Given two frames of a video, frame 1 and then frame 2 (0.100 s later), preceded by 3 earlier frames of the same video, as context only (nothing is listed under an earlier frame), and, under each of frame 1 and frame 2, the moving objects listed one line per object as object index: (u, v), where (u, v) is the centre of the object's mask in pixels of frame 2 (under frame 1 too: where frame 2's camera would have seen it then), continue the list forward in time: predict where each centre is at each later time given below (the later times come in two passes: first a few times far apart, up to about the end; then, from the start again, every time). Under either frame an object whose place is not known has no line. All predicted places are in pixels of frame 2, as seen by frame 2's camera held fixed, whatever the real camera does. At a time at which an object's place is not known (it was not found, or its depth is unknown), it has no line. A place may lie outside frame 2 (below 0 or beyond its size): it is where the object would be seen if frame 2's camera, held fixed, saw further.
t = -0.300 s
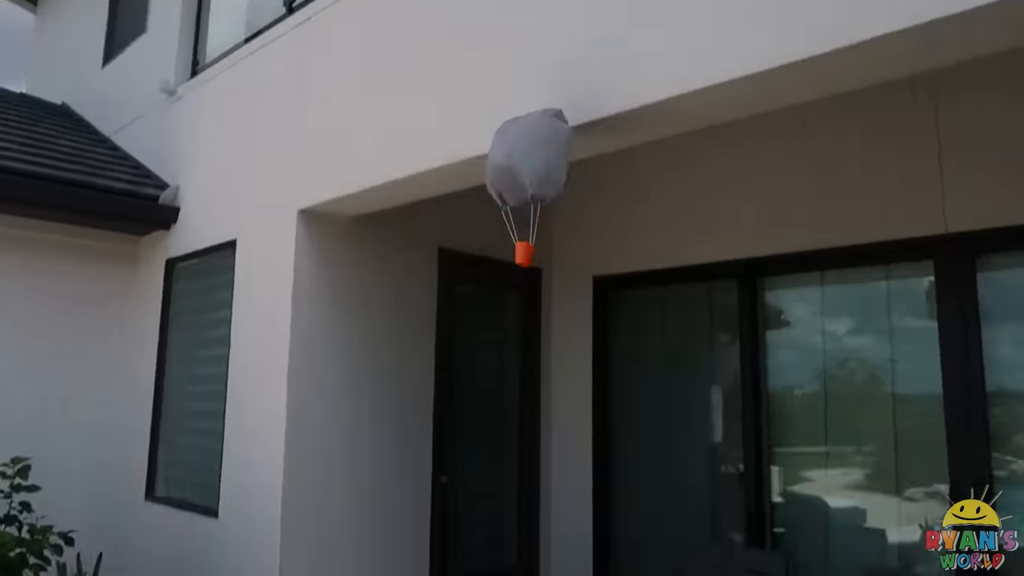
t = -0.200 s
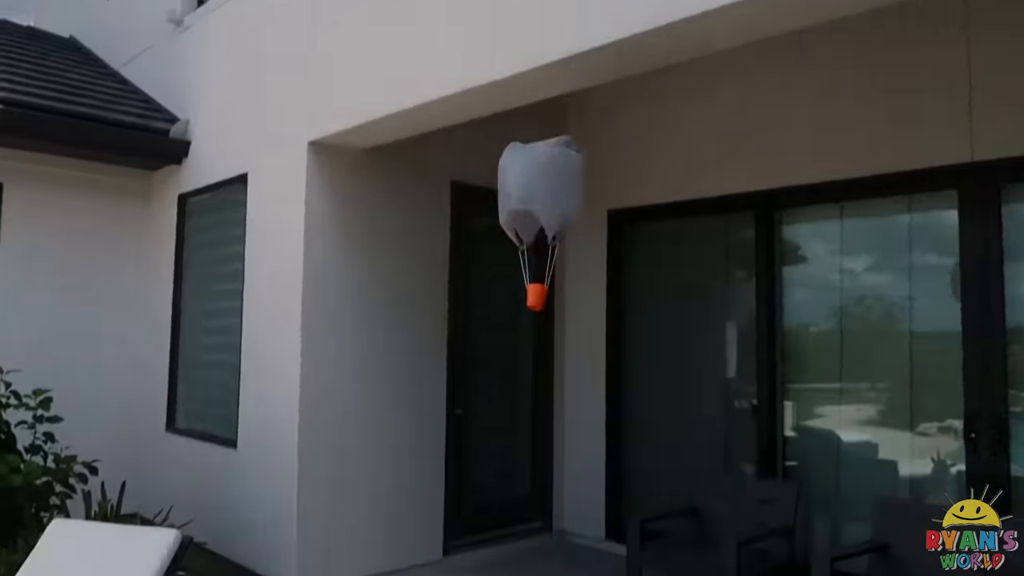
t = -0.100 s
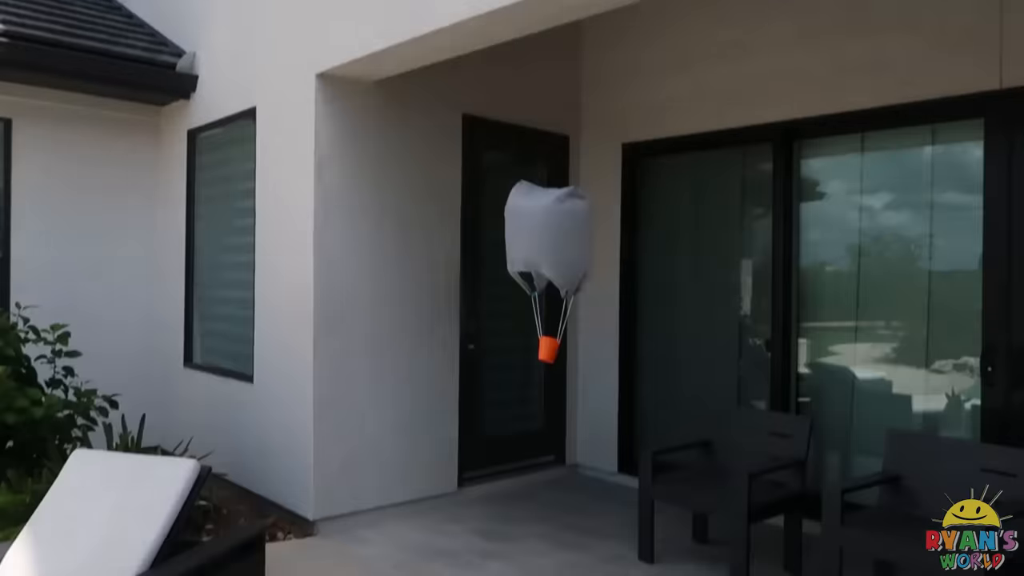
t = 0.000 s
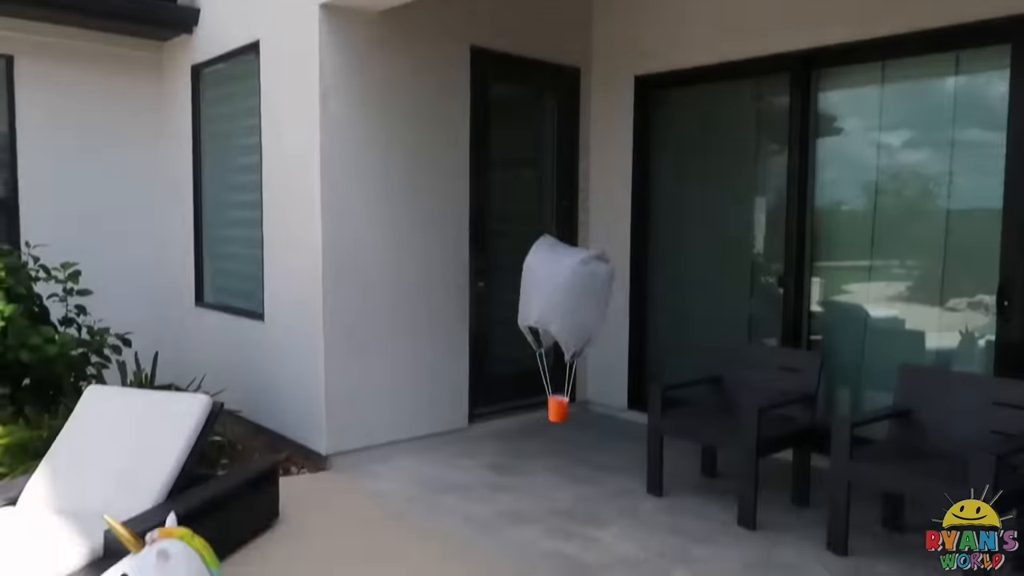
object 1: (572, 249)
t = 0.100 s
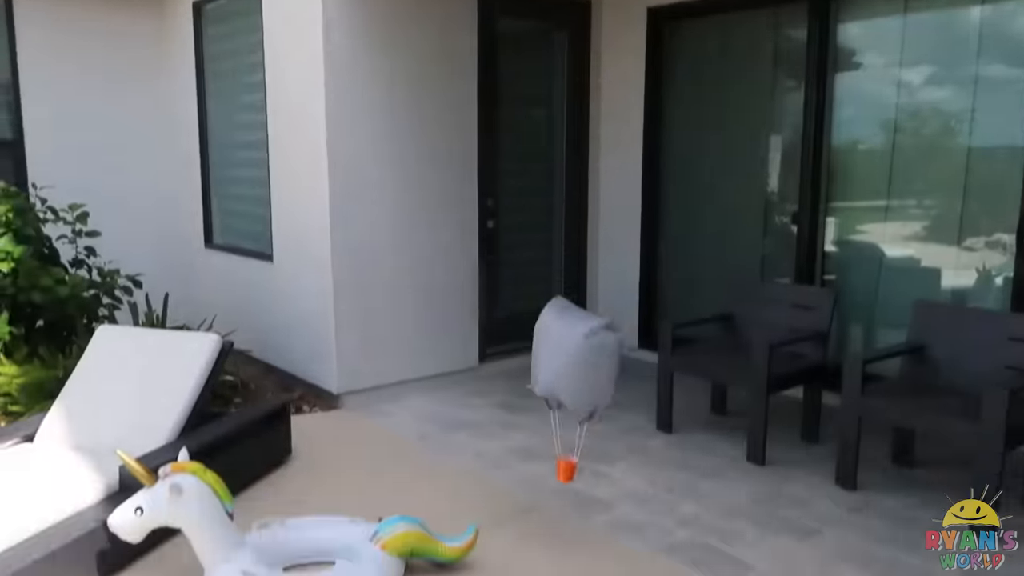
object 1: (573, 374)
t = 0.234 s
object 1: (561, 521)
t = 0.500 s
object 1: (505, 540)
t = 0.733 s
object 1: (490, 543)
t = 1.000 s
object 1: (489, 547)
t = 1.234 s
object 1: (491, 547)
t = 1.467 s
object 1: (492, 546)
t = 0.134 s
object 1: (571, 415)
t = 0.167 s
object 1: (570, 458)
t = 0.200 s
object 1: (566, 492)
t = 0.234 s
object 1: (561, 521)
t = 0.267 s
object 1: (556, 534)
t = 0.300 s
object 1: (548, 535)
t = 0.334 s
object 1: (540, 536)
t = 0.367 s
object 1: (532, 536)
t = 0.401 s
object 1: (525, 536)
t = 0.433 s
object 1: (518, 537)
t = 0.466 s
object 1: (511, 538)
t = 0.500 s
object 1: (505, 540)
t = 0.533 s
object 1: (501, 541)
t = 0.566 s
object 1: (498, 542)
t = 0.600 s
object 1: (496, 542)
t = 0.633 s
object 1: (494, 543)
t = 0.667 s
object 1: (492, 543)
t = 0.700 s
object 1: (491, 543)
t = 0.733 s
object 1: (490, 543)
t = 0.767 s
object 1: (489, 544)
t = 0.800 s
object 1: (489, 544)
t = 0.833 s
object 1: (488, 545)
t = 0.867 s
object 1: (488, 545)
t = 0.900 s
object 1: (488, 546)
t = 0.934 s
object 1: (489, 546)
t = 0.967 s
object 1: (489, 546)
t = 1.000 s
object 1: (489, 547)
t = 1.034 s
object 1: (489, 547)
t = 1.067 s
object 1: (490, 547)
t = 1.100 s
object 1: (490, 547)
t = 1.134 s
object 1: (491, 547)
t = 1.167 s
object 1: (491, 547)
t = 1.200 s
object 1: (491, 547)
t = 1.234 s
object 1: (491, 547)
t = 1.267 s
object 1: (491, 546)
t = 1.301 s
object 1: (491, 546)
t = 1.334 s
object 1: (492, 546)
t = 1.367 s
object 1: (492, 546)
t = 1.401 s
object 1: (492, 546)
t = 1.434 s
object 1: (492, 546)
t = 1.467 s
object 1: (492, 546)
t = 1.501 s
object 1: (492, 546)
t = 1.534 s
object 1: (492, 546)
